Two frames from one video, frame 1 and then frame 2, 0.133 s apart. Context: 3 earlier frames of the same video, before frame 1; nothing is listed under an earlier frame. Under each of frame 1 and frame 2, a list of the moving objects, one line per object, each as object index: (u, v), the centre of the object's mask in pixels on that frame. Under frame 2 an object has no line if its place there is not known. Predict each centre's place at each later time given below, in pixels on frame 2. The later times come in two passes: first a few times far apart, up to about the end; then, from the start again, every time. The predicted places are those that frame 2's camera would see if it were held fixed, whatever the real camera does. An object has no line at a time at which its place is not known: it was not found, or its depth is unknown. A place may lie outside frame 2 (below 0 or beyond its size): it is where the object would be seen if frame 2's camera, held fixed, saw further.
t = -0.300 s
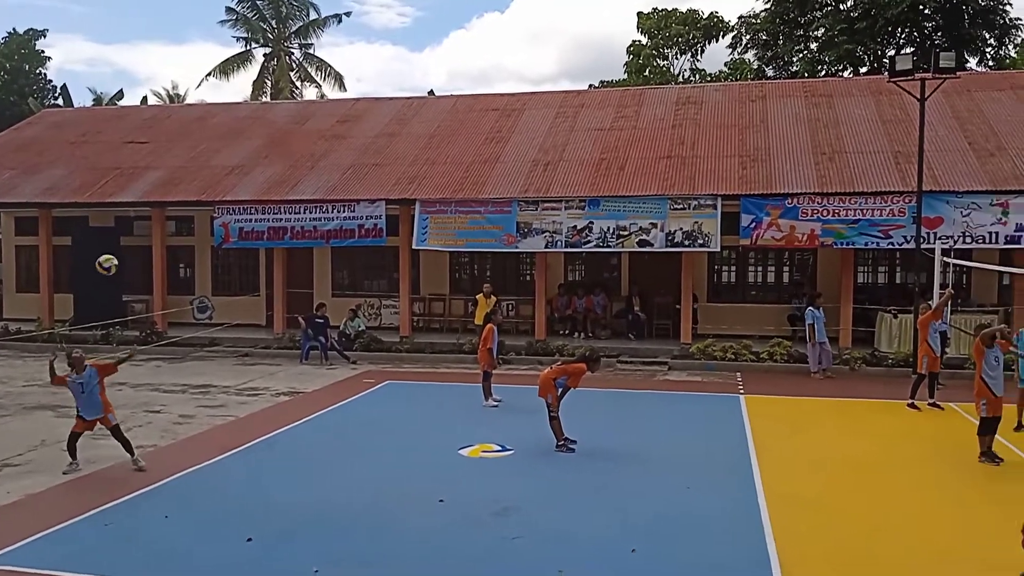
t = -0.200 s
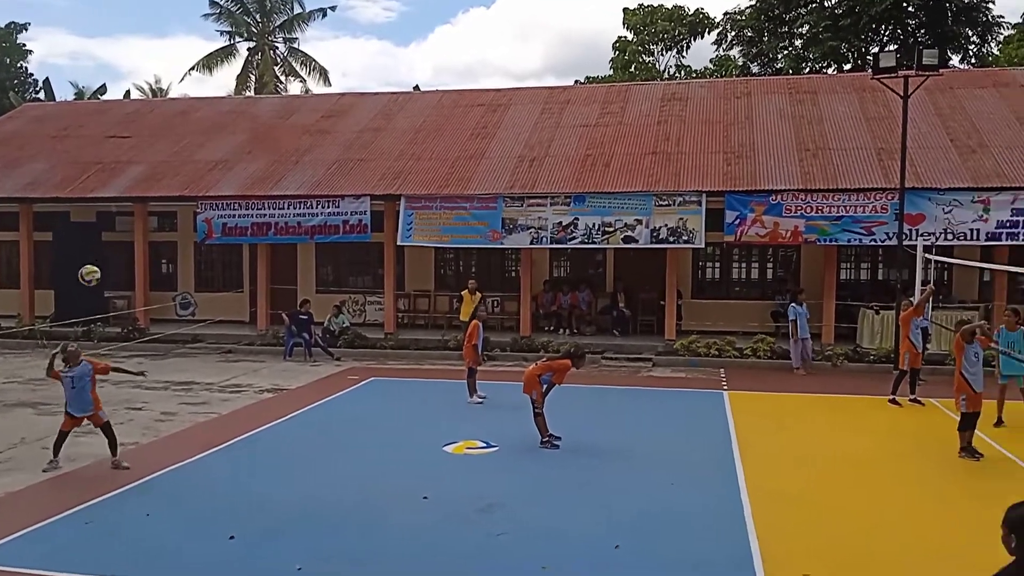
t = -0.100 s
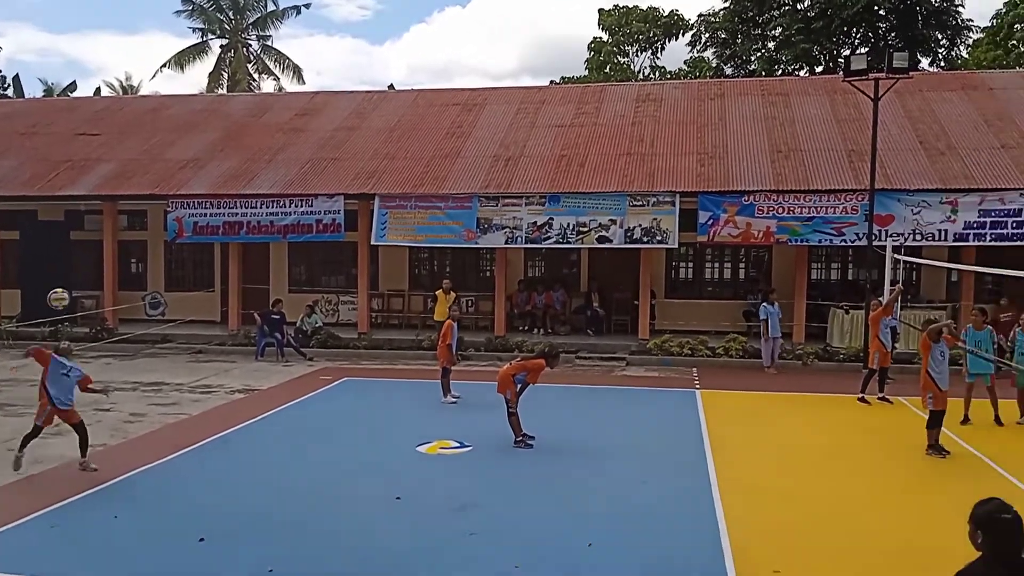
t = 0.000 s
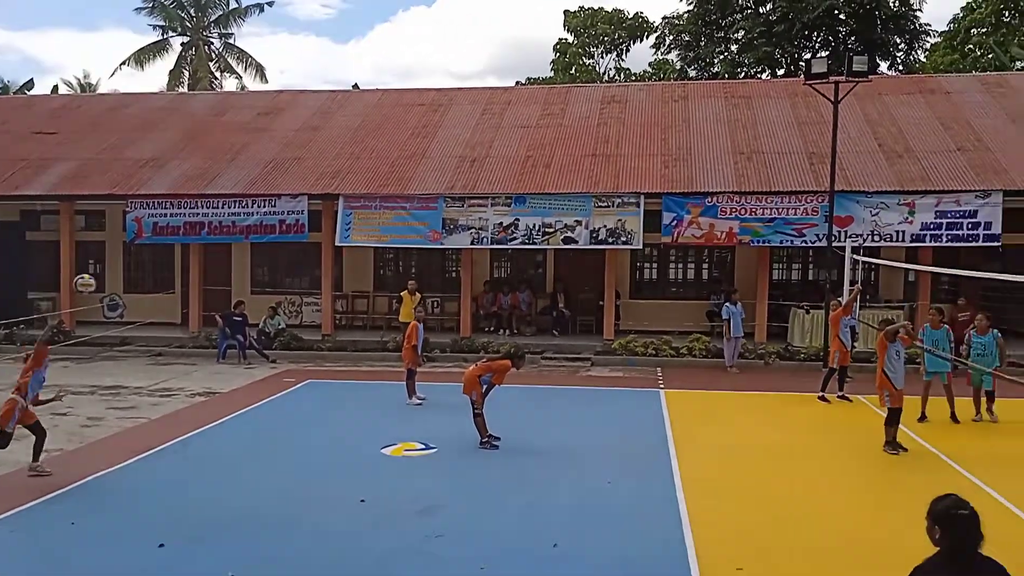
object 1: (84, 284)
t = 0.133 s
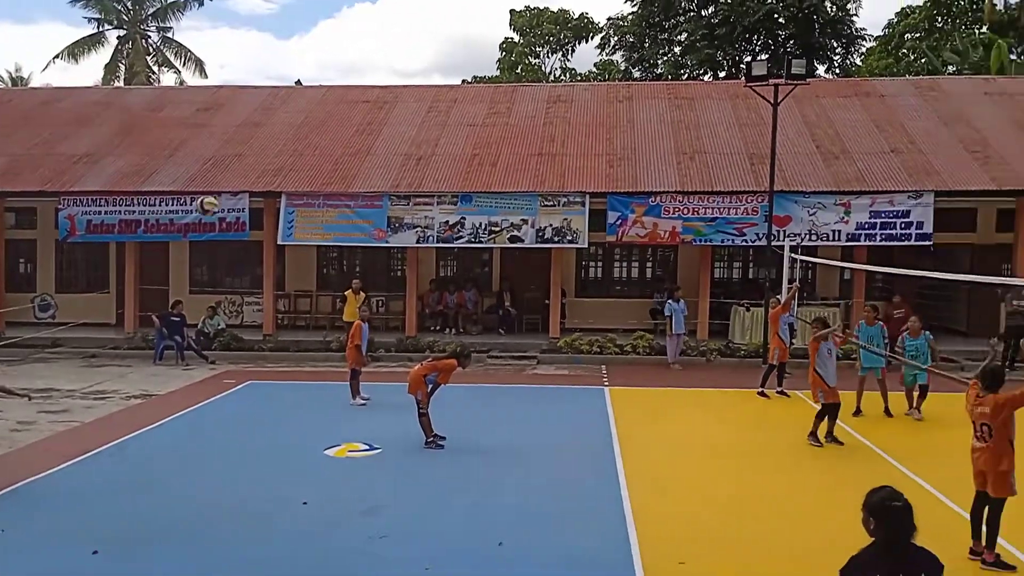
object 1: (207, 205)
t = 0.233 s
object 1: (343, 160)
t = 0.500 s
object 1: (670, 97)
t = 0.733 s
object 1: (903, 98)
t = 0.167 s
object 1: (254, 189)
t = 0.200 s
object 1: (298, 174)
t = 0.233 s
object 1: (343, 160)
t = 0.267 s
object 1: (387, 148)
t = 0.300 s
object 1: (430, 136)
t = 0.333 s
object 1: (473, 126)
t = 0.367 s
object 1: (515, 119)
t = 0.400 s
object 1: (555, 112)
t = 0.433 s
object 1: (595, 105)
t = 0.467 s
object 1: (633, 101)
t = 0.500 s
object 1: (670, 97)
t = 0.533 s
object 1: (706, 94)
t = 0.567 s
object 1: (742, 92)
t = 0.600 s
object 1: (776, 91)
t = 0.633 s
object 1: (809, 91)
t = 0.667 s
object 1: (842, 93)
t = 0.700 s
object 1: (872, 95)
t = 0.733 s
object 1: (903, 98)
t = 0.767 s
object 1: (932, 102)
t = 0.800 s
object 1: (960, 106)
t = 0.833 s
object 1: (988, 112)
